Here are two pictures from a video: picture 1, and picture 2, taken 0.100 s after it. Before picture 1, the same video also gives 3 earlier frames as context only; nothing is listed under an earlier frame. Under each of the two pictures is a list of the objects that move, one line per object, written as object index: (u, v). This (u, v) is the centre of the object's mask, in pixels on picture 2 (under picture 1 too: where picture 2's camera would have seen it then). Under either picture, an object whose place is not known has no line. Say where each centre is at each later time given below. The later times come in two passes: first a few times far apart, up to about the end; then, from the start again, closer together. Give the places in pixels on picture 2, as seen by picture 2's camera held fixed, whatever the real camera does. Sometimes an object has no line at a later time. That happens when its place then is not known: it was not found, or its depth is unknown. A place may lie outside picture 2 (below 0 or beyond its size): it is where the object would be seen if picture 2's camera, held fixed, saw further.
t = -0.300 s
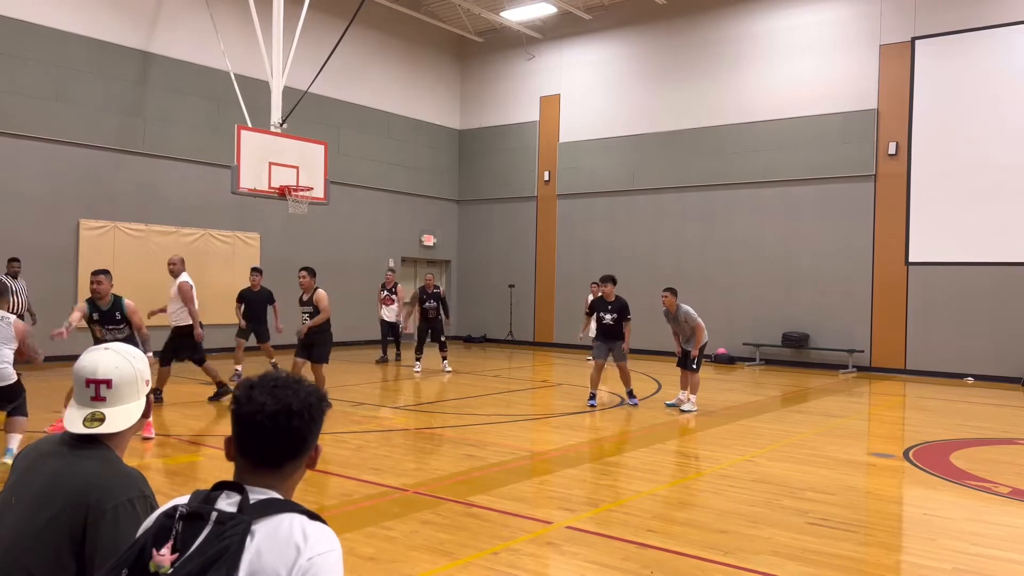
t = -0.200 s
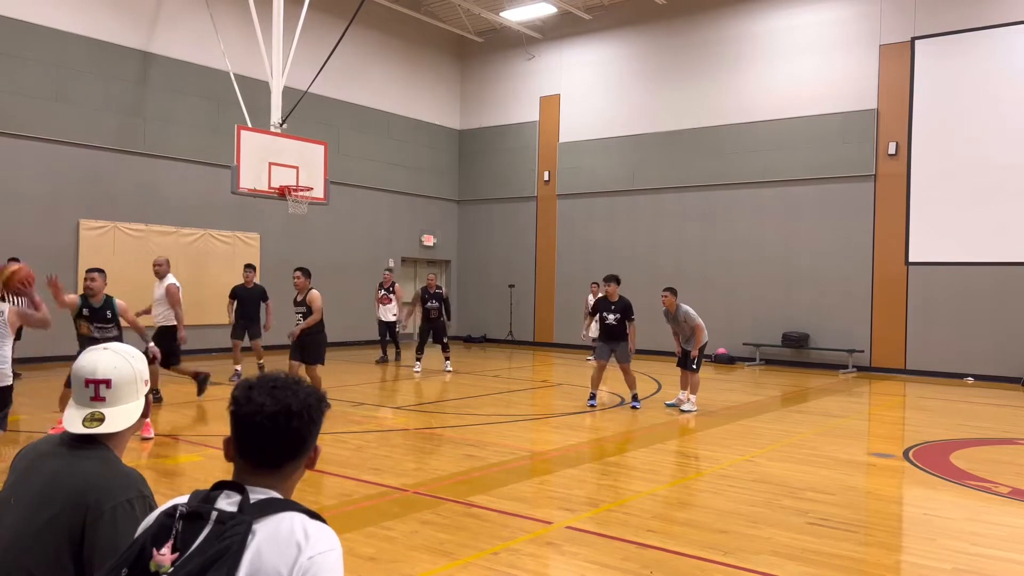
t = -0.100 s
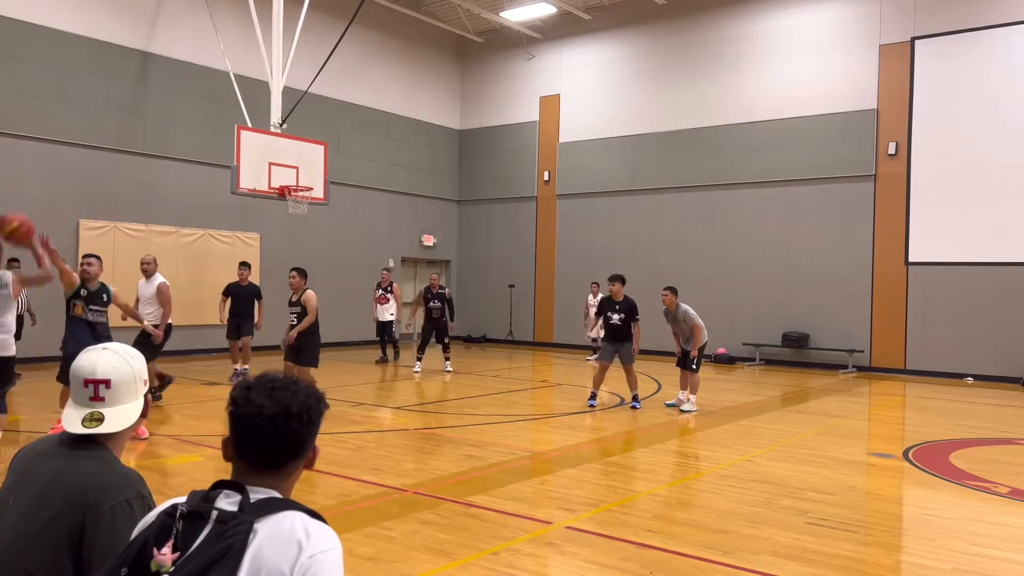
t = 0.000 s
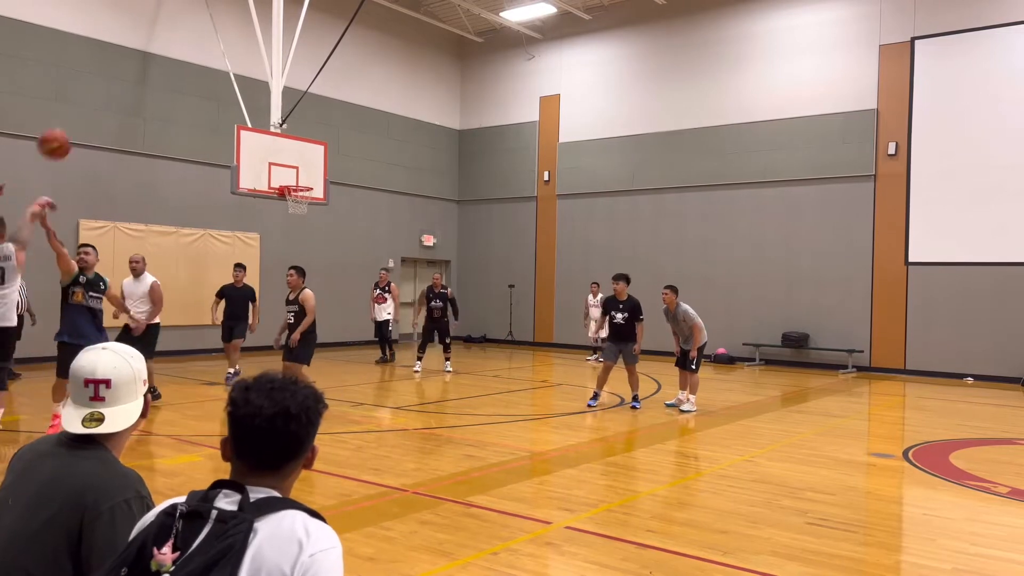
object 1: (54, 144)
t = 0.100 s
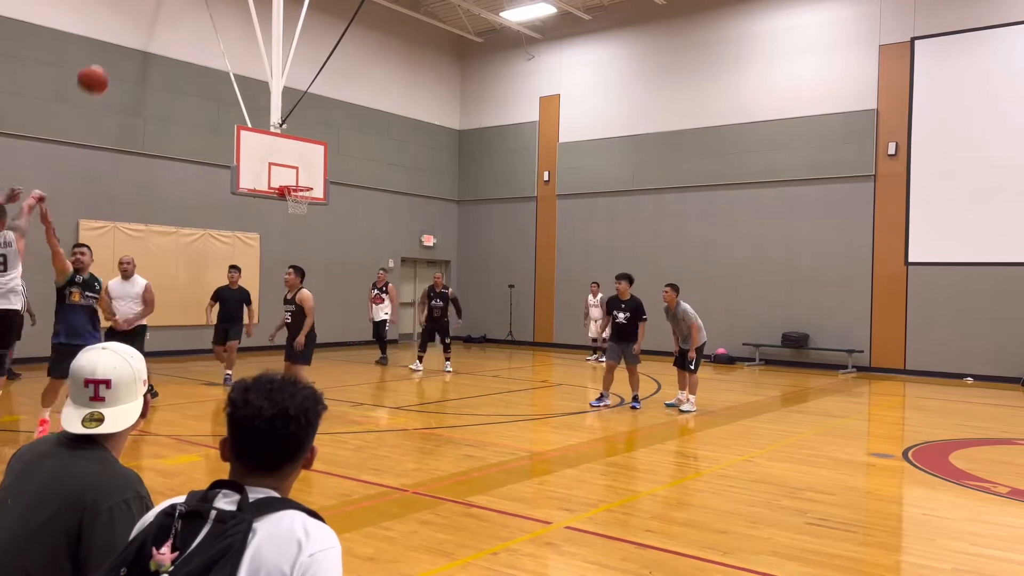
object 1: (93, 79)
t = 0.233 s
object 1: (135, 23)
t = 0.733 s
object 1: (238, 3)
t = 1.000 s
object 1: (273, 55)
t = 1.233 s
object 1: (297, 131)
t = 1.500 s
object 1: (274, 162)
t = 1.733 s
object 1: (261, 140)
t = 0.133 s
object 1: (104, 62)
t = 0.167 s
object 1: (115, 48)
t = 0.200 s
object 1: (125, 35)
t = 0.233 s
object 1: (135, 23)
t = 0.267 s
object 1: (144, 13)
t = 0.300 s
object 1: (154, 8)
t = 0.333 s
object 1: (162, 4)
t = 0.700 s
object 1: (234, 1)
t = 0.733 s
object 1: (238, 3)
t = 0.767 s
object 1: (243, 5)
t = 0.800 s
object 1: (248, 8)
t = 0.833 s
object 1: (252, 15)
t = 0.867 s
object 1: (257, 22)
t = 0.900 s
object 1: (261, 30)
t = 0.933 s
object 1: (265, 38)
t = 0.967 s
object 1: (269, 46)
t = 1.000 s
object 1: (273, 55)
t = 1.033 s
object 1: (277, 65)
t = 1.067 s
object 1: (280, 75)
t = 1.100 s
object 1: (284, 85)
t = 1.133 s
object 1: (287, 97)
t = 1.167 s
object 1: (290, 108)
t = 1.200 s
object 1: (293, 119)
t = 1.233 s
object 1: (297, 131)
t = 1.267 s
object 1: (300, 143)
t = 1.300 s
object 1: (302, 156)
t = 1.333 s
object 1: (305, 169)
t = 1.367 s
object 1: (308, 181)
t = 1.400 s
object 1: (303, 180)
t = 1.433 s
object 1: (293, 174)
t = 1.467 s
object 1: (284, 167)
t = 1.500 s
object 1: (274, 162)
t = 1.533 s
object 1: (272, 157)
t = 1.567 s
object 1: (270, 153)
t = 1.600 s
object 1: (269, 149)
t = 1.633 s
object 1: (267, 146)
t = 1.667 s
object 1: (265, 143)
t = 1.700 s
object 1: (263, 141)
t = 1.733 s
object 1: (261, 140)
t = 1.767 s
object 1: (259, 140)
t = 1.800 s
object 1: (257, 140)
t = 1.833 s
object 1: (255, 140)
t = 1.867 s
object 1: (253, 141)
